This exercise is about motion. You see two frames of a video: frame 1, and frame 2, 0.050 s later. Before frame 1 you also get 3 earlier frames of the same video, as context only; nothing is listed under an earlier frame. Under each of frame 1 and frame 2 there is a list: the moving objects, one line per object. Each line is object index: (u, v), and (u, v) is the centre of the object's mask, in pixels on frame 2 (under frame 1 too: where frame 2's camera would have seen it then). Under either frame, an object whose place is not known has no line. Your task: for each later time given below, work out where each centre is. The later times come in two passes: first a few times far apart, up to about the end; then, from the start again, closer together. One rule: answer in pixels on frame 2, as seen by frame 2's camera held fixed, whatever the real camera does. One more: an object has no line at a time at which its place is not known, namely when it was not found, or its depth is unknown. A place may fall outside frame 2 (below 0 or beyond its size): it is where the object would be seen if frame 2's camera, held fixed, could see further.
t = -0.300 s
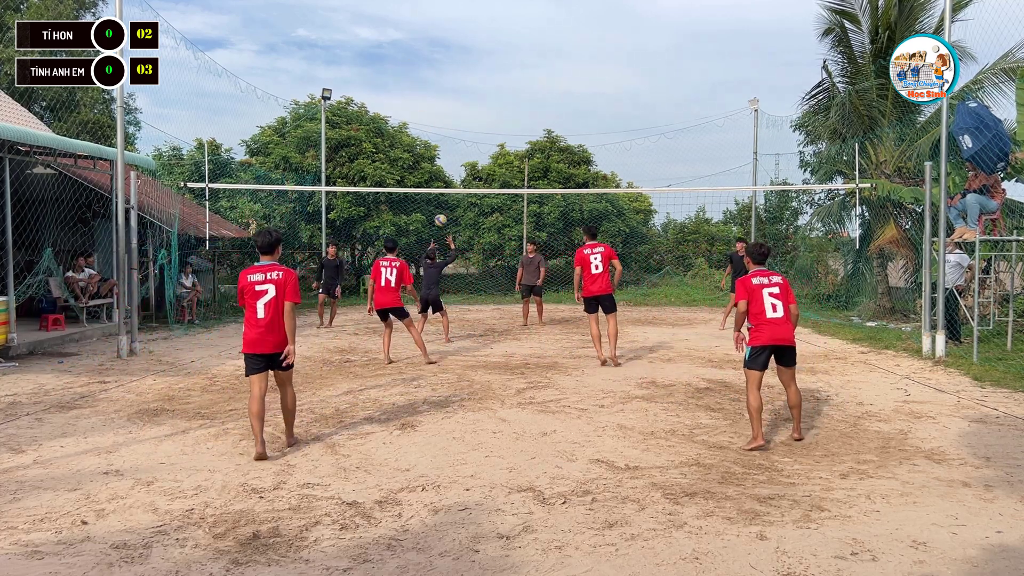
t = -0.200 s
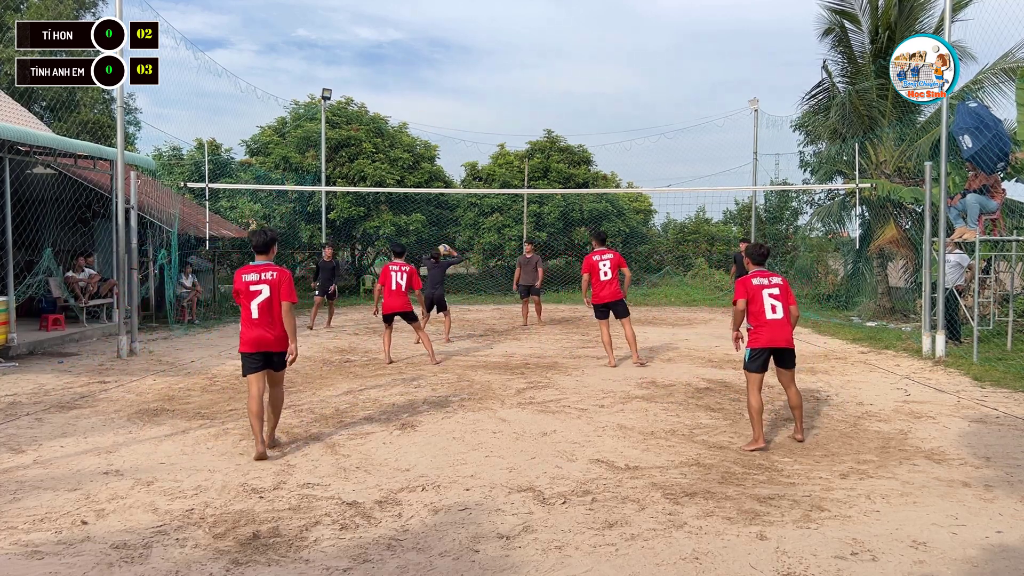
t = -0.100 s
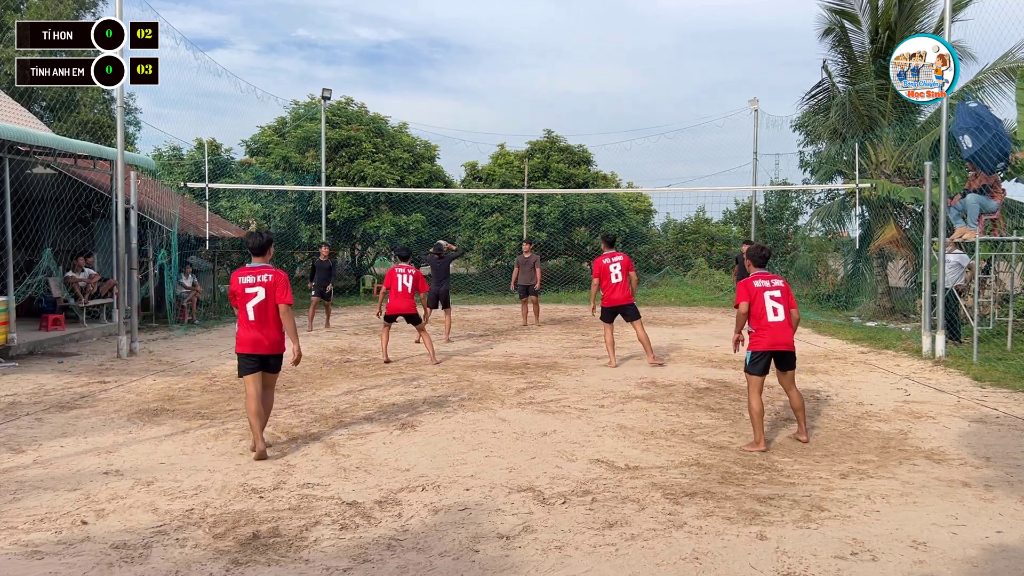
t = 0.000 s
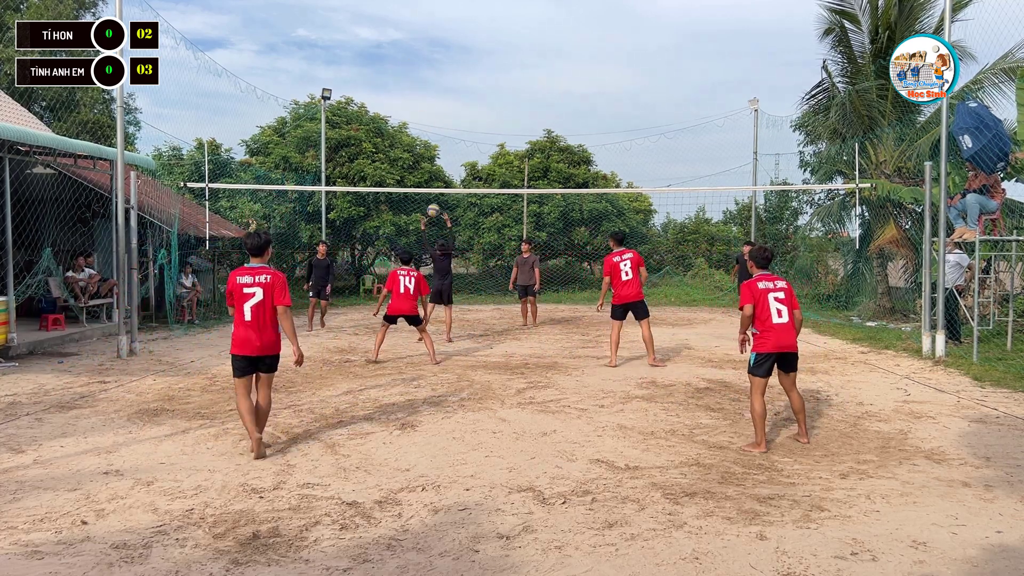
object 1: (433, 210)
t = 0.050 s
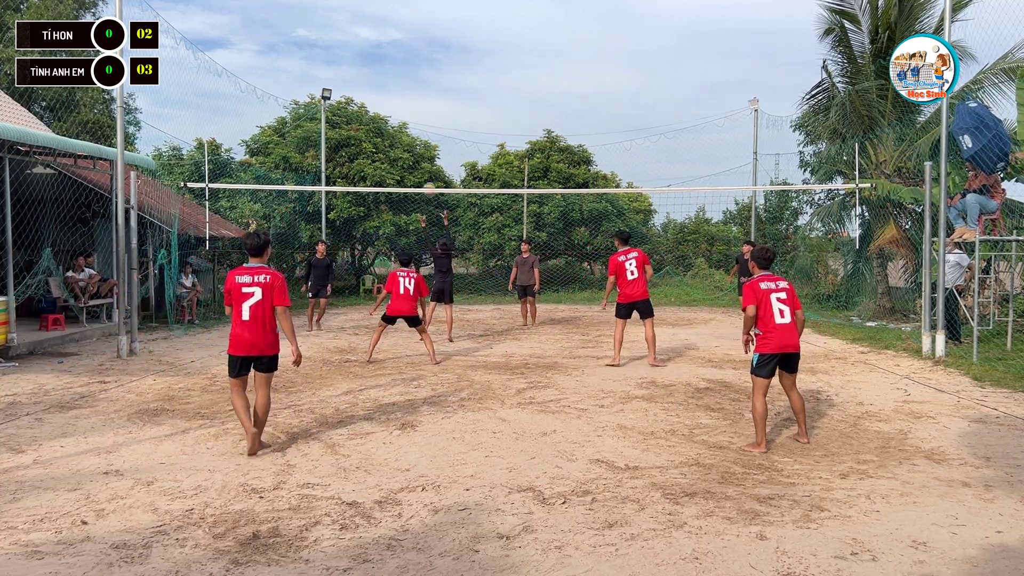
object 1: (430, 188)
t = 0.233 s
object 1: (415, 123)
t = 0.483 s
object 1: (396, 68)
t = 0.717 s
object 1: (379, 51)
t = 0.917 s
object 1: (365, 65)
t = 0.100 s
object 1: (425, 169)
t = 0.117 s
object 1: (423, 162)
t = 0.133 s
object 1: (422, 156)
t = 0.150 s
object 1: (421, 150)
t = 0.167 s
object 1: (420, 145)
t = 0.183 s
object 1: (419, 140)
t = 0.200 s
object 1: (417, 134)
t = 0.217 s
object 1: (416, 128)
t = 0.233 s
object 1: (415, 123)
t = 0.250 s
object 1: (413, 118)
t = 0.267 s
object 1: (412, 114)
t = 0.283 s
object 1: (410, 109)
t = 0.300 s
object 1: (409, 105)
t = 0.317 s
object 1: (408, 100)
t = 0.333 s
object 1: (407, 96)
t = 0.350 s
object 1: (405, 92)
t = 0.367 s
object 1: (404, 89)
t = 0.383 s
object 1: (403, 85)
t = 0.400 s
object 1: (402, 82)
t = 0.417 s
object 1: (401, 79)
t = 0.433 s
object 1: (399, 76)
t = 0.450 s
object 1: (398, 72)
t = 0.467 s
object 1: (397, 70)
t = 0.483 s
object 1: (396, 68)
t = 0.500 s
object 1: (394, 65)
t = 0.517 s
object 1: (393, 63)
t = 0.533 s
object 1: (392, 61)
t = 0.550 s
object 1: (391, 59)
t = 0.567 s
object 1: (390, 58)
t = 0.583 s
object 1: (388, 56)
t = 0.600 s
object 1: (387, 55)
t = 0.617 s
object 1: (386, 54)
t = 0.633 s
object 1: (385, 53)
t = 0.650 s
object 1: (384, 52)
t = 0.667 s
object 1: (383, 52)
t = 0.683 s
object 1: (381, 51)
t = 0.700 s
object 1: (380, 51)
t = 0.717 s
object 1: (379, 51)
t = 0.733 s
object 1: (378, 51)
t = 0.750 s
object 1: (377, 52)
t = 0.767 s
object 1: (376, 52)
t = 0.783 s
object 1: (374, 53)
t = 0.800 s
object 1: (373, 54)
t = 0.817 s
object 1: (372, 55)
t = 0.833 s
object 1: (371, 56)
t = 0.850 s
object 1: (370, 57)
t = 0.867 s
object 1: (368, 59)
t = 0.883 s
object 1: (367, 61)
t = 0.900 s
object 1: (366, 63)
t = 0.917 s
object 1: (365, 65)
